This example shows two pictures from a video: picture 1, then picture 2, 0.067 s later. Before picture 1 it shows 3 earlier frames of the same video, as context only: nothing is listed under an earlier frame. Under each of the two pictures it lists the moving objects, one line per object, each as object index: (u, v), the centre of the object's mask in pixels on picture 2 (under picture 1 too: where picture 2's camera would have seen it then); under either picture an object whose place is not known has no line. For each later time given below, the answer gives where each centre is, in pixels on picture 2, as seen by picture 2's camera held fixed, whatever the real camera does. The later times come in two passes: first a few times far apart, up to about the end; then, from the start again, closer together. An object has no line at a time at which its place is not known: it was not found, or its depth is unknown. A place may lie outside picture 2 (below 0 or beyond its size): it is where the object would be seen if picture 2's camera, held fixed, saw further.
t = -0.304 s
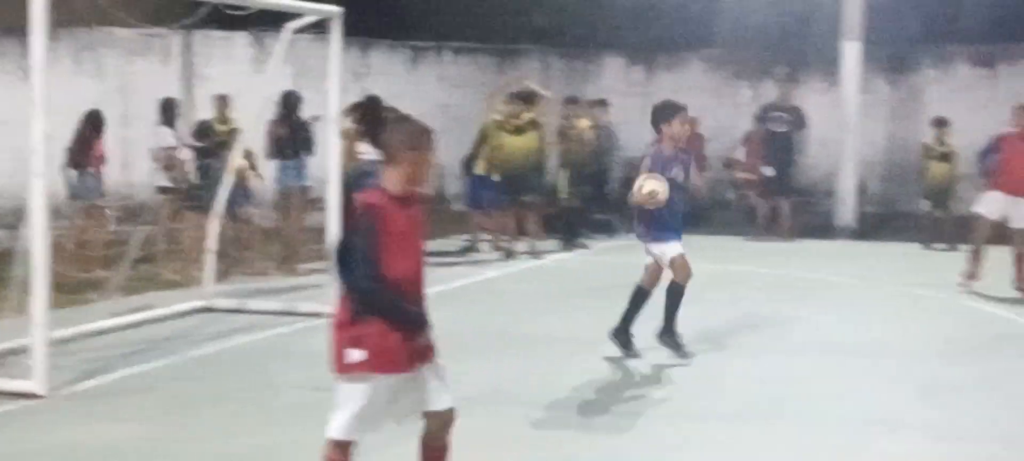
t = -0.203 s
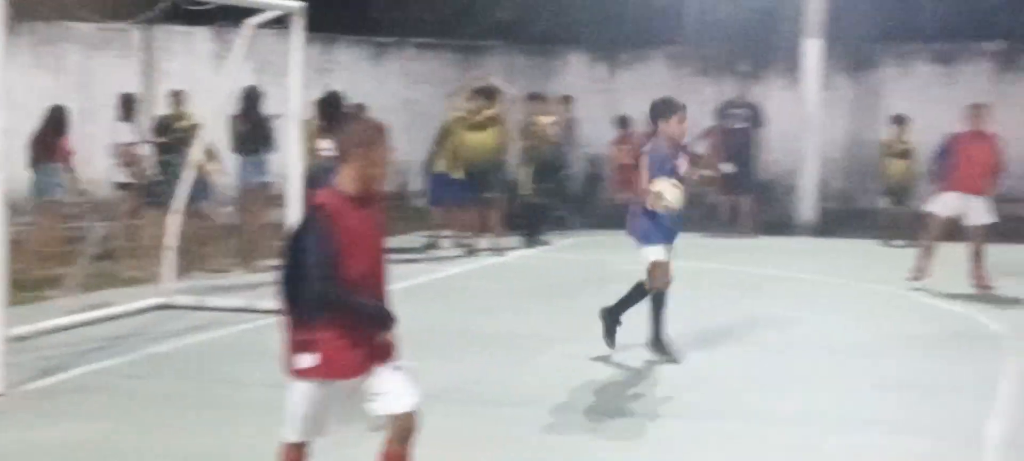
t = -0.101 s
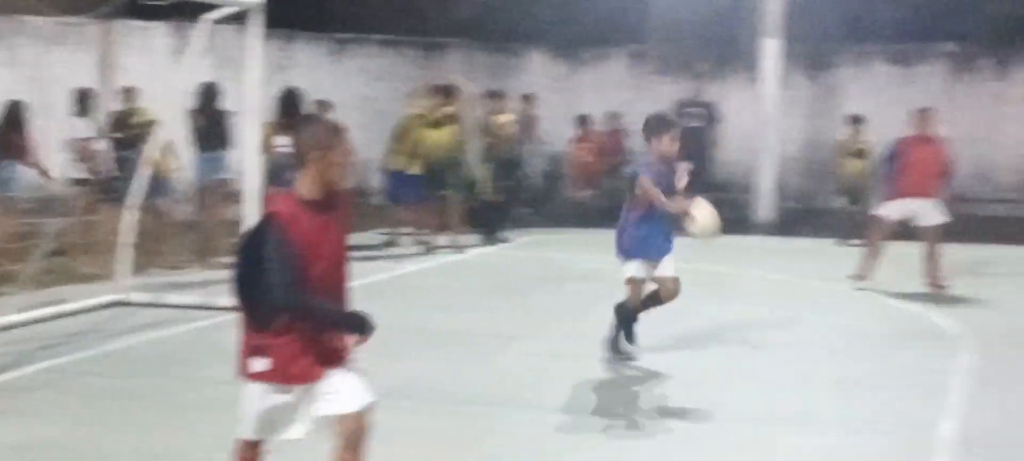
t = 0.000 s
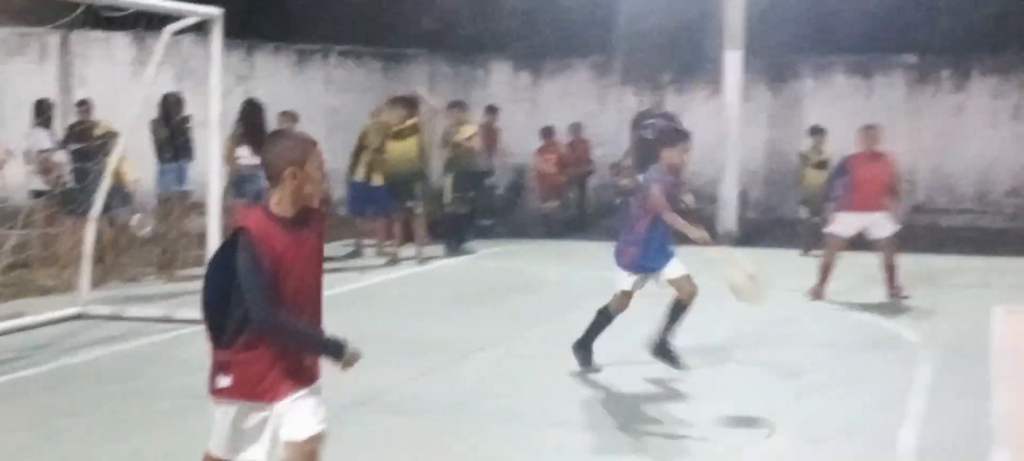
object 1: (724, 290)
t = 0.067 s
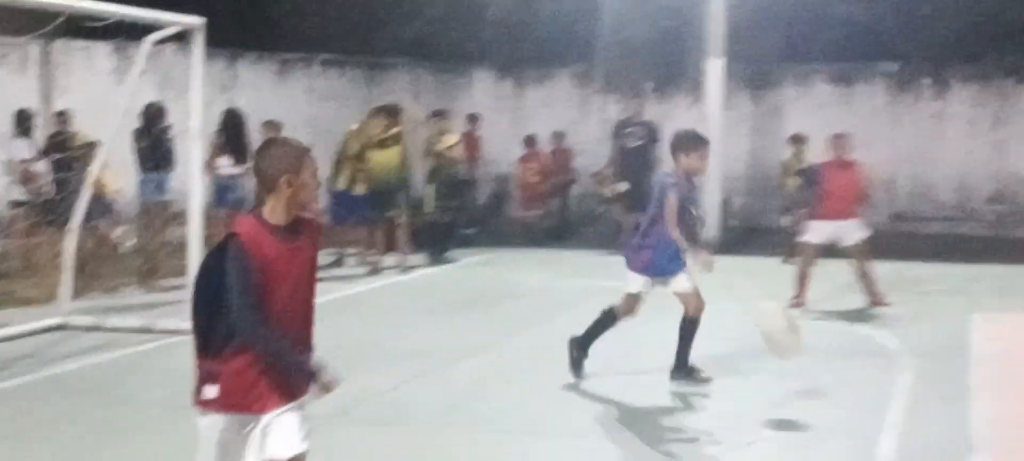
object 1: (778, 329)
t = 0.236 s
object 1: (901, 378)
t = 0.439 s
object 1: (1018, 384)
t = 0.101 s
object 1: (809, 357)
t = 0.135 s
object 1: (836, 388)
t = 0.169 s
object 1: (860, 392)
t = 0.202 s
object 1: (881, 384)
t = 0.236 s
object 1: (901, 378)
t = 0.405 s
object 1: (998, 377)
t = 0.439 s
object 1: (1018, 384)
